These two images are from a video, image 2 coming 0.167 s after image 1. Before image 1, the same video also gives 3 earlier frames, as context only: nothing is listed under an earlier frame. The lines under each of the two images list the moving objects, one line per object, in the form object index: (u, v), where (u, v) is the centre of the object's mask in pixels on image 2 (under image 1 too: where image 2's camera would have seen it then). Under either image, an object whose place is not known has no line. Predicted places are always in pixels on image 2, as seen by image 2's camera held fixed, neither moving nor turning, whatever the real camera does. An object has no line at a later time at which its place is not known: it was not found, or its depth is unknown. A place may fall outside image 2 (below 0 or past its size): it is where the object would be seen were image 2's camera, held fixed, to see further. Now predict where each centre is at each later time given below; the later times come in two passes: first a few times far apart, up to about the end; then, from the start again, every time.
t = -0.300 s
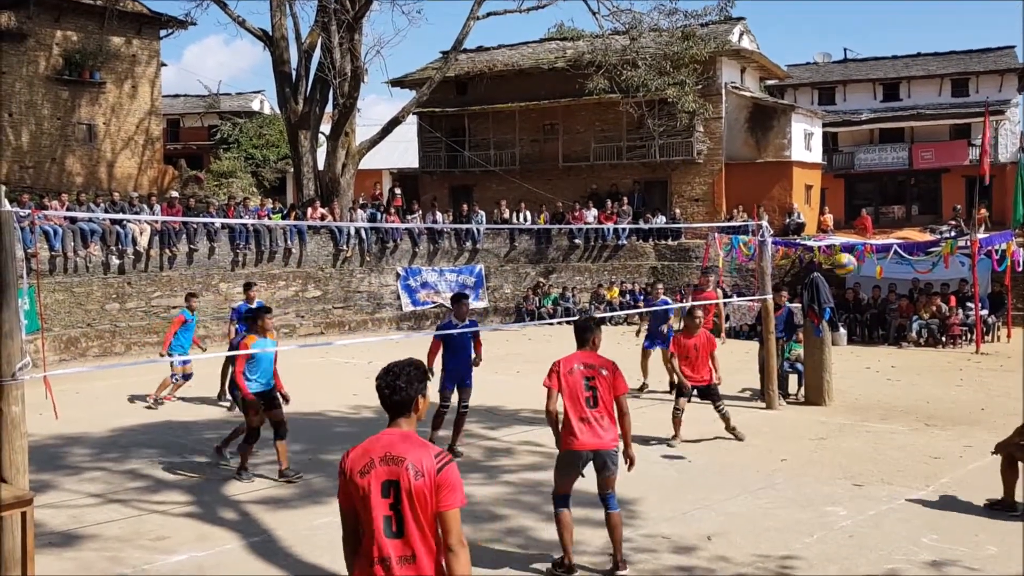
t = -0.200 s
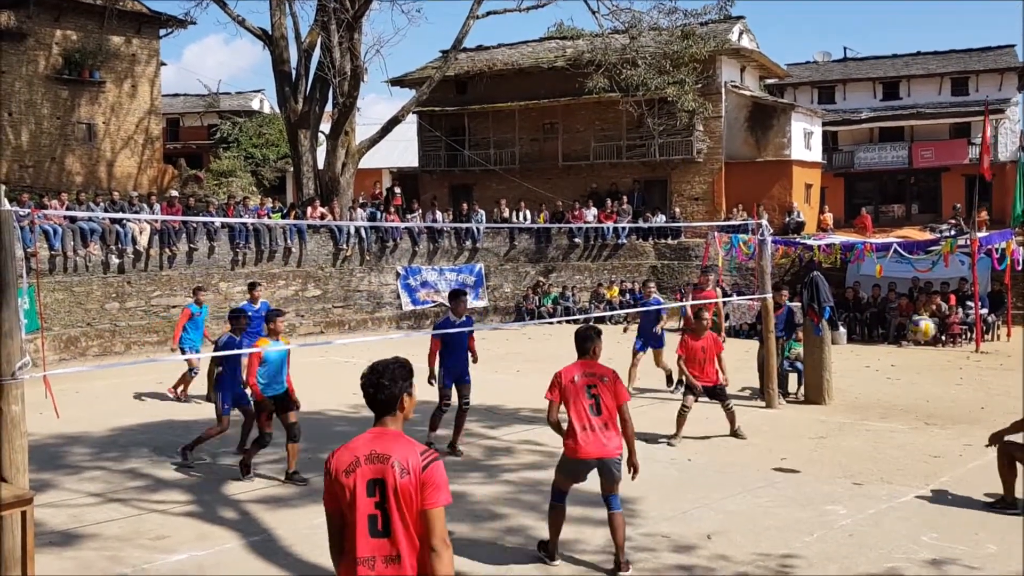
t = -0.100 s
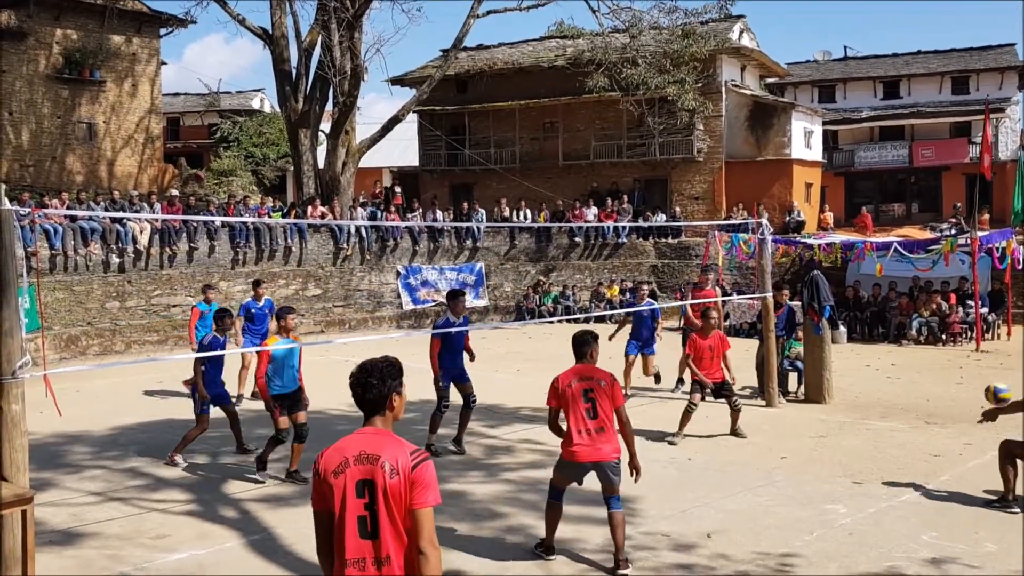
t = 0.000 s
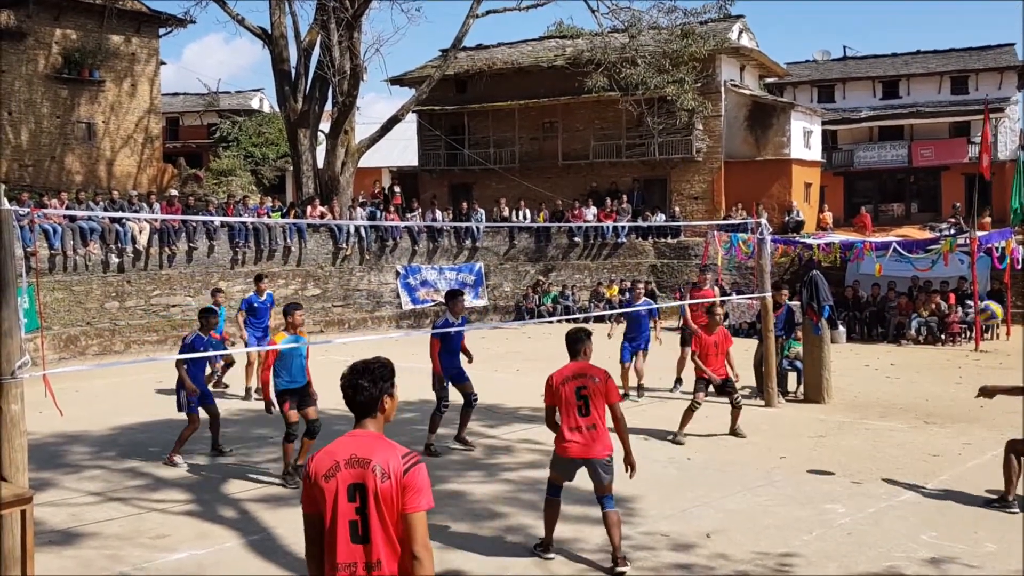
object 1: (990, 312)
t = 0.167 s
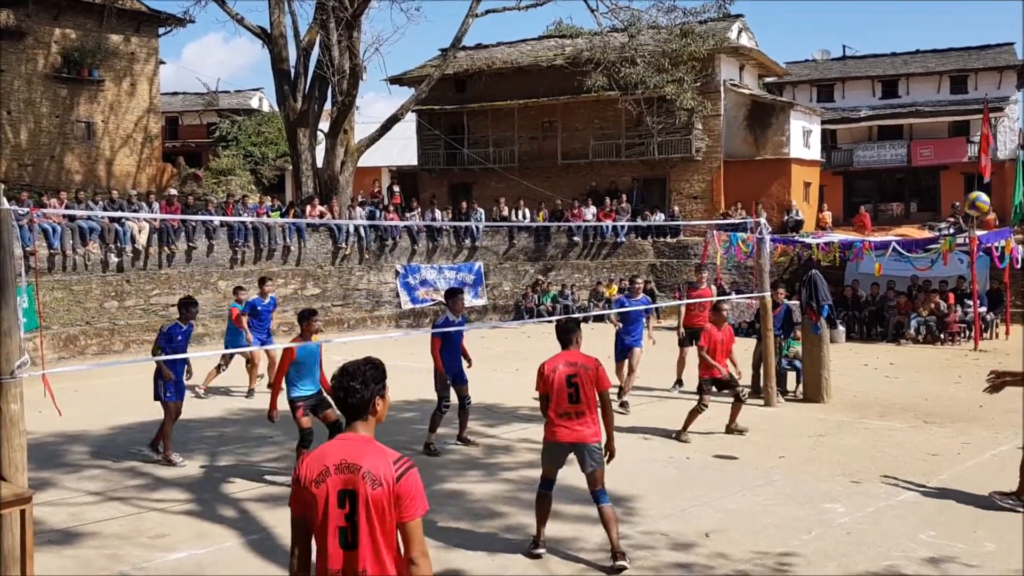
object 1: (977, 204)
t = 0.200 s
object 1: (975, 186)
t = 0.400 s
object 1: (963, 107)
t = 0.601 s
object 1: (952, 74)
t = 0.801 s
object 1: (943, 84)
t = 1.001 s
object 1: (933, 136)
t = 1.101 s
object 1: (929, 177)
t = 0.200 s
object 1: (975, 186)
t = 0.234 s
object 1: (972, 170)
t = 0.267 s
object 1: (970, 155)
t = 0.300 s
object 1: (969, 140)
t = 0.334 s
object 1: (967, 128)
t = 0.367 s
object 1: (964, 117)
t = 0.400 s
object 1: (963, 107)
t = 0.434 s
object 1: (962, 99)
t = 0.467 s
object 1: (959, 92)
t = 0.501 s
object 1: (957, 85)
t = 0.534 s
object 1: (957, 82)
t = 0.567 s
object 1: (955, 77)
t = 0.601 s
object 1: (952, 74)
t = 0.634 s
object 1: (951, 72)
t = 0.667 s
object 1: (950, 73)
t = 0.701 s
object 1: (948, 75)
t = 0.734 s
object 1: (946, 77)
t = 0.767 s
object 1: (944, 80)
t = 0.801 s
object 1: (943, 84)
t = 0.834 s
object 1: (941, 90)
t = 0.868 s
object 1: (940, 96)
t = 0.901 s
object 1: (939, 105)
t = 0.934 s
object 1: (937, 115)
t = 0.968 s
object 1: (936, 125)
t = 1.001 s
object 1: (933, 136)
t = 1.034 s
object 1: (933, 148)
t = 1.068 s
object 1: (931, 162)
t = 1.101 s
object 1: (929, 177)
